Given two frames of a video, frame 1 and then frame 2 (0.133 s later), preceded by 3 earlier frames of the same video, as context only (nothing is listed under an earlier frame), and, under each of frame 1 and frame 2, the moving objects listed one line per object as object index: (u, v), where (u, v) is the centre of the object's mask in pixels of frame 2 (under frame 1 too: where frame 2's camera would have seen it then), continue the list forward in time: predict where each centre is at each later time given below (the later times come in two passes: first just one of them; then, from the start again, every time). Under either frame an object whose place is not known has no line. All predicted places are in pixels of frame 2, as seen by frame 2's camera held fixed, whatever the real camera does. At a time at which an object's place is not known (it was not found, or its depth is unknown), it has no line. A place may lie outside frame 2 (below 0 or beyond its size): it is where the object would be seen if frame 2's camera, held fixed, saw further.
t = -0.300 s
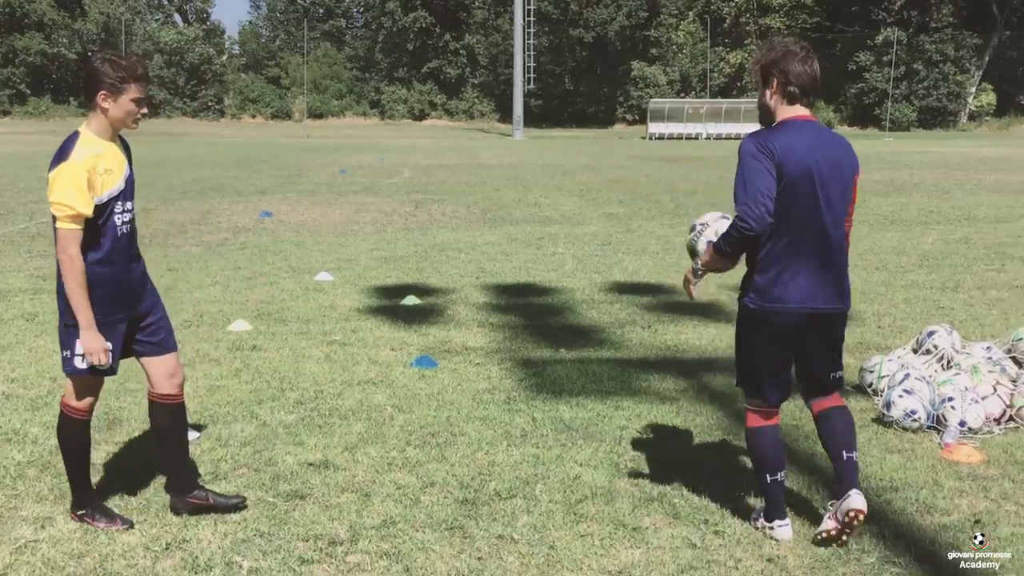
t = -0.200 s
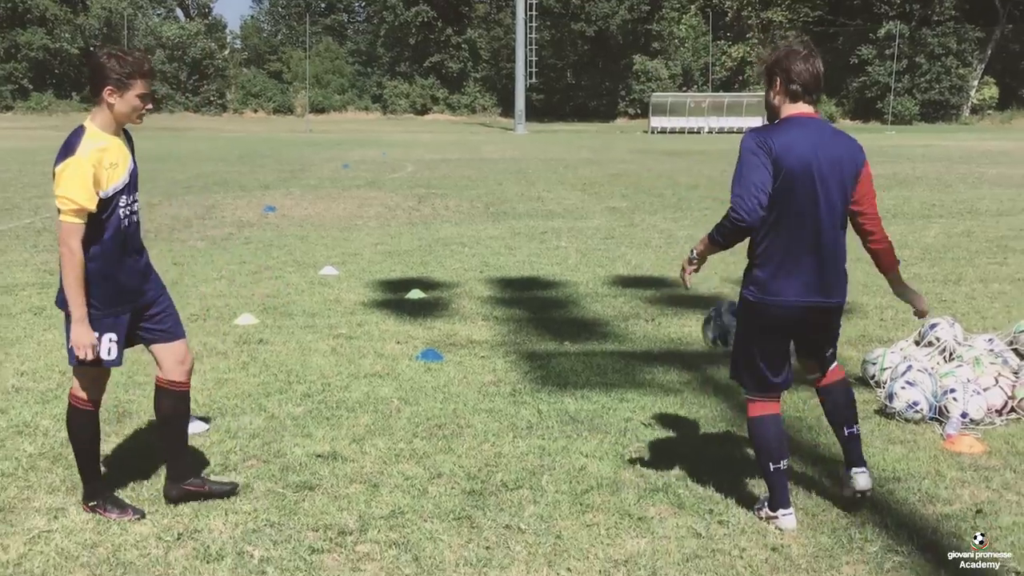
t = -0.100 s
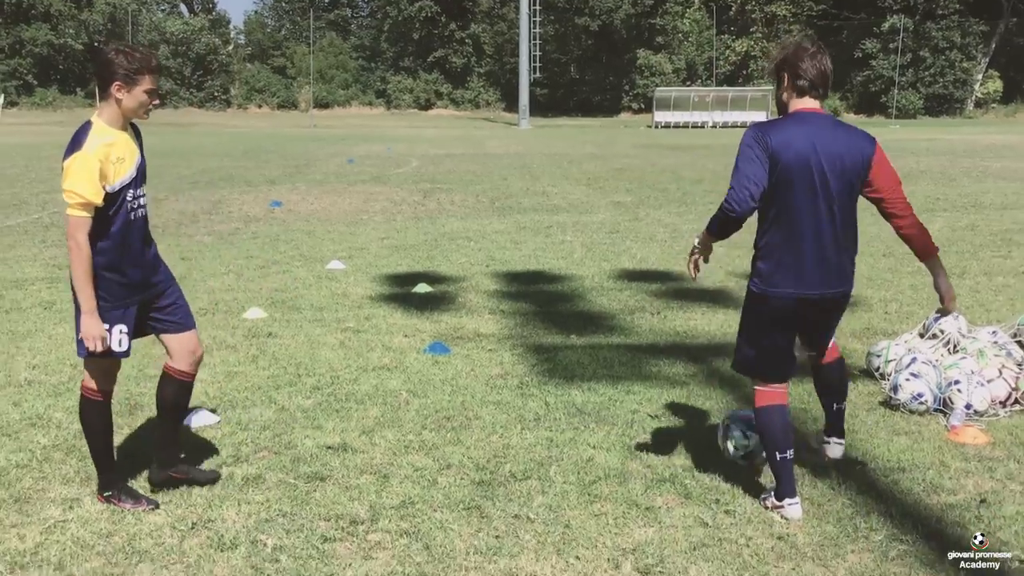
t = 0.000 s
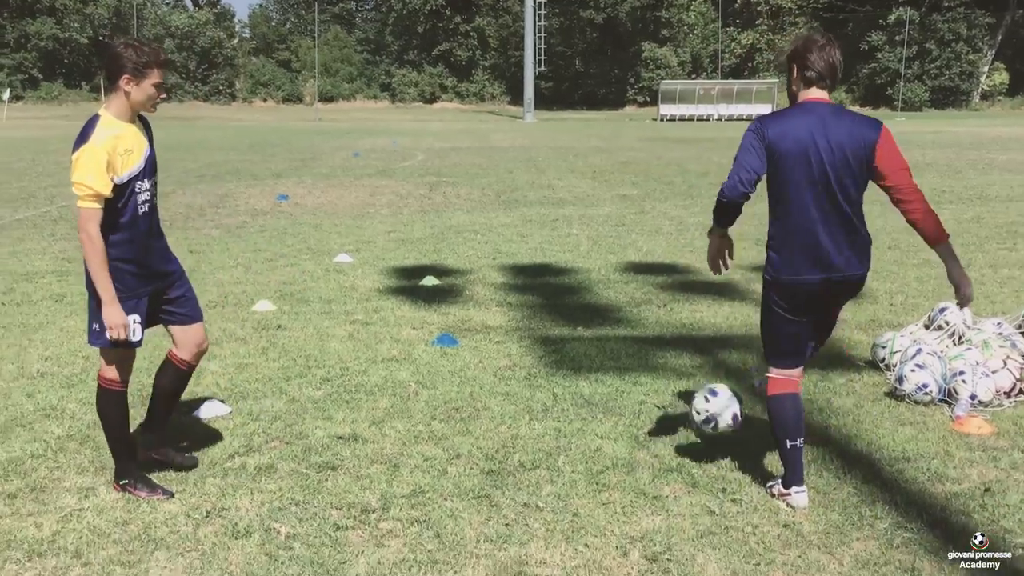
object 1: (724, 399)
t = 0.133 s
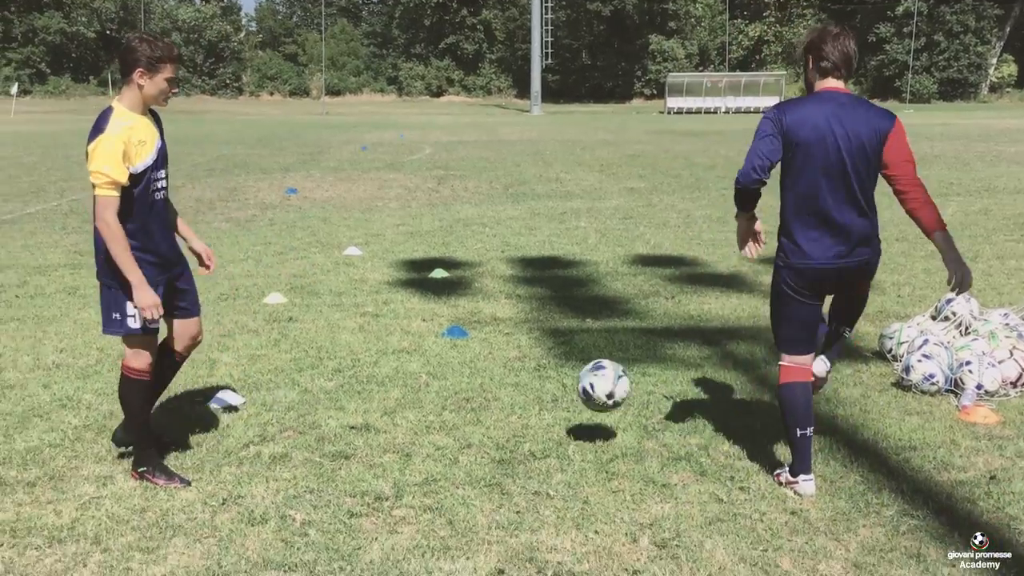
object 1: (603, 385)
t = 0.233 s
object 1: (514, 402)
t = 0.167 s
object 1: (573, 388)
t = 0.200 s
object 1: (543, 394)
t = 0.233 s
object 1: (514, 402)
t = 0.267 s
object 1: (484, 411)
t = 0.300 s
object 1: (456, 421)
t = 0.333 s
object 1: (438, 418)
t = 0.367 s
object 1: (419, 414)
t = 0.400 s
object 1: (400, 412)
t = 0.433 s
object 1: (381, 414)
